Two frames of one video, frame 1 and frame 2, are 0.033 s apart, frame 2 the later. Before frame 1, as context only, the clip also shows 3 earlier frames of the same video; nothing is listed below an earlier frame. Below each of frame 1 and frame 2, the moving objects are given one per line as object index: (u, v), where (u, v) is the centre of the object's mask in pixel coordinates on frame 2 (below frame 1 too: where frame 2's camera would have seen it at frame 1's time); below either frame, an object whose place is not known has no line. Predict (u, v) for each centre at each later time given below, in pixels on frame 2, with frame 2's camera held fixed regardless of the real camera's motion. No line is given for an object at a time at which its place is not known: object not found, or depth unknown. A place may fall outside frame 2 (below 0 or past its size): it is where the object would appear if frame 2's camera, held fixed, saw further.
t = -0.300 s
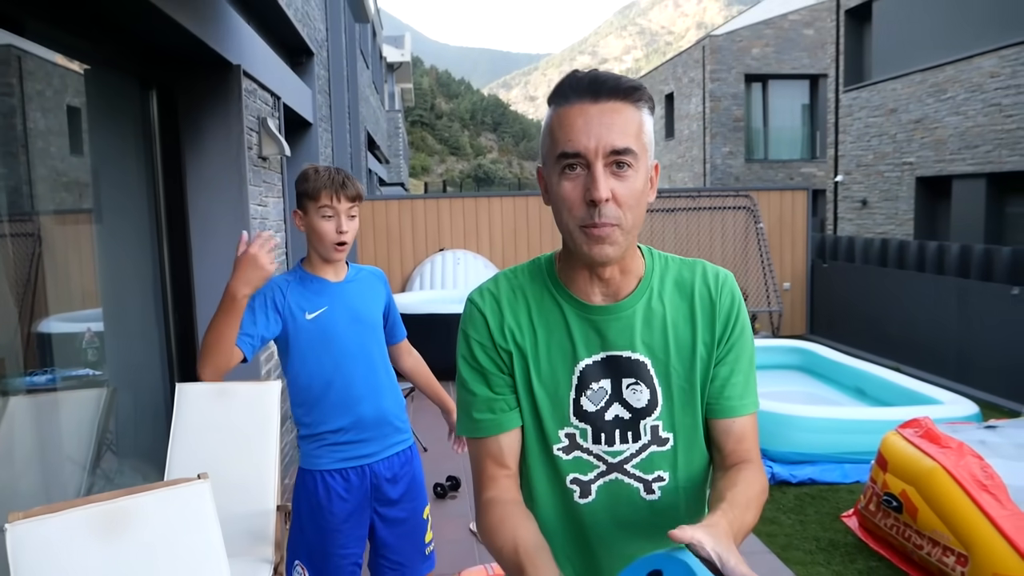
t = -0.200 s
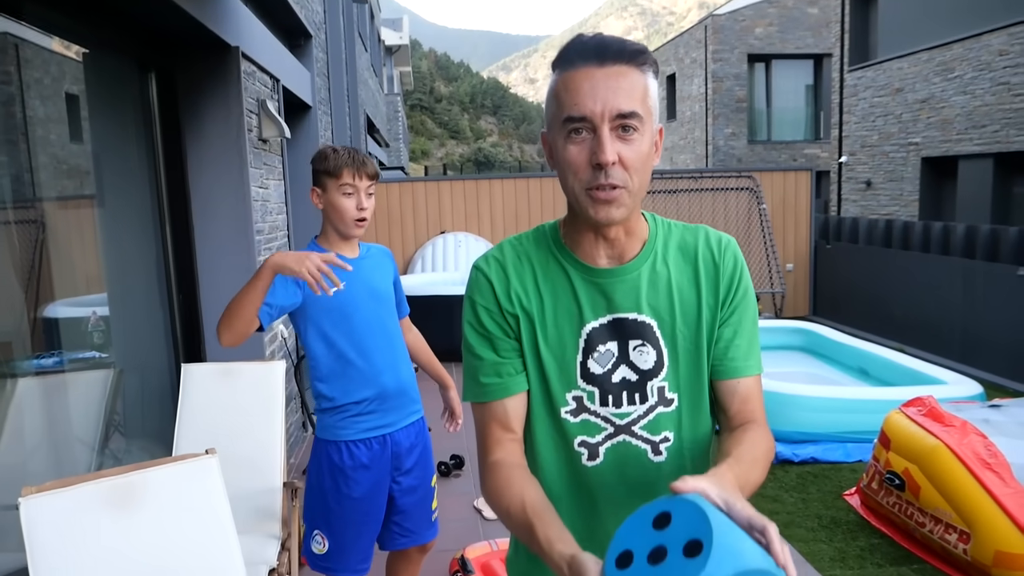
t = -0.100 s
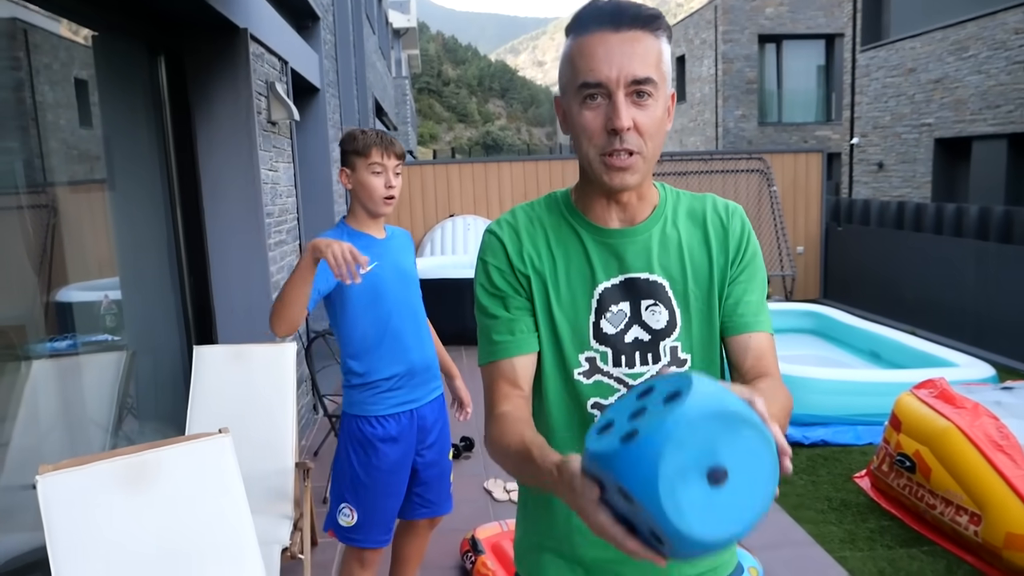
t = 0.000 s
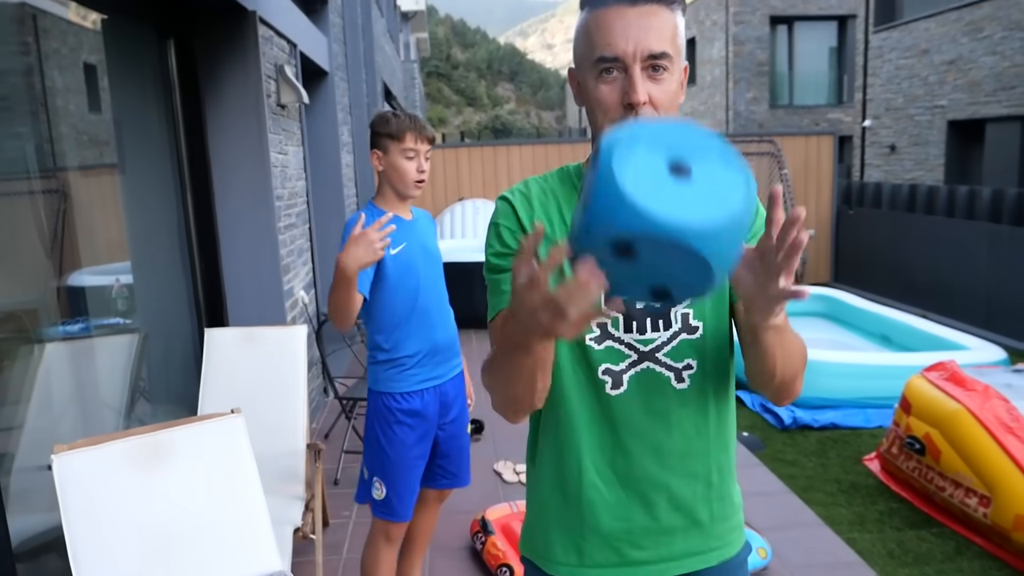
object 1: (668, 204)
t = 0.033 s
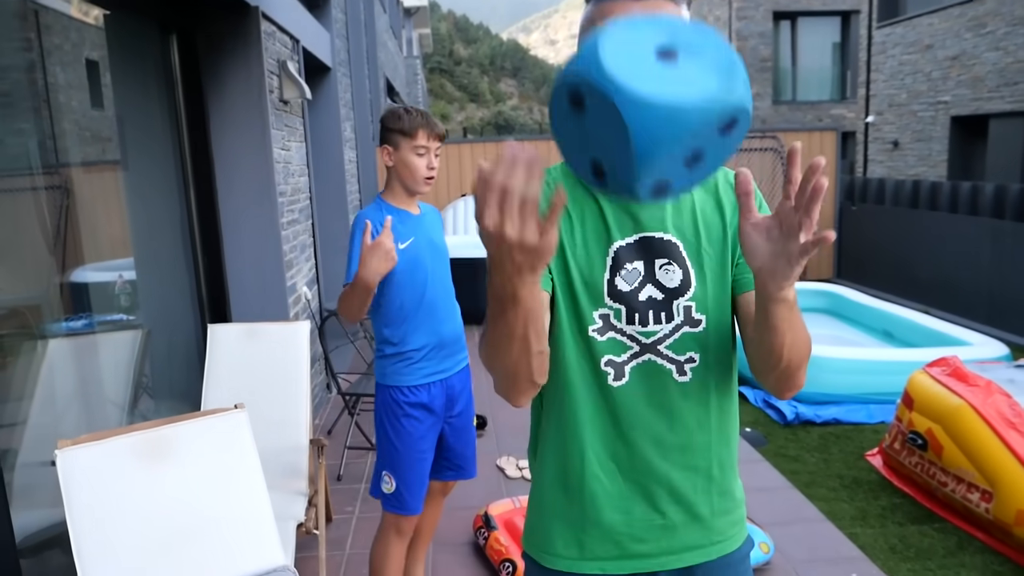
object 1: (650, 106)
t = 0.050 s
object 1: (646, 74)
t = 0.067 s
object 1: (638, 54)
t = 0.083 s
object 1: (627, 40)
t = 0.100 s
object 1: (627, 26)
